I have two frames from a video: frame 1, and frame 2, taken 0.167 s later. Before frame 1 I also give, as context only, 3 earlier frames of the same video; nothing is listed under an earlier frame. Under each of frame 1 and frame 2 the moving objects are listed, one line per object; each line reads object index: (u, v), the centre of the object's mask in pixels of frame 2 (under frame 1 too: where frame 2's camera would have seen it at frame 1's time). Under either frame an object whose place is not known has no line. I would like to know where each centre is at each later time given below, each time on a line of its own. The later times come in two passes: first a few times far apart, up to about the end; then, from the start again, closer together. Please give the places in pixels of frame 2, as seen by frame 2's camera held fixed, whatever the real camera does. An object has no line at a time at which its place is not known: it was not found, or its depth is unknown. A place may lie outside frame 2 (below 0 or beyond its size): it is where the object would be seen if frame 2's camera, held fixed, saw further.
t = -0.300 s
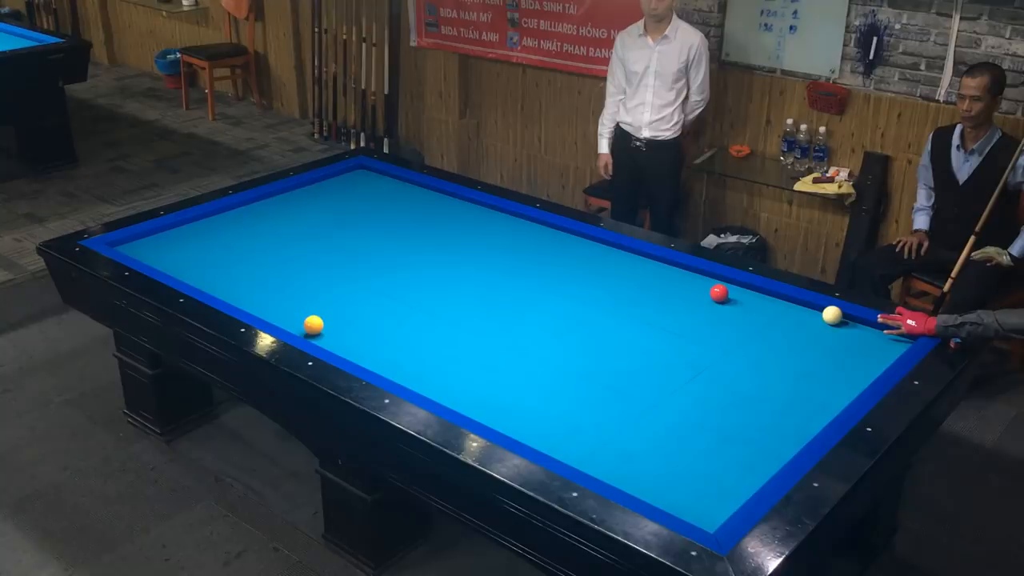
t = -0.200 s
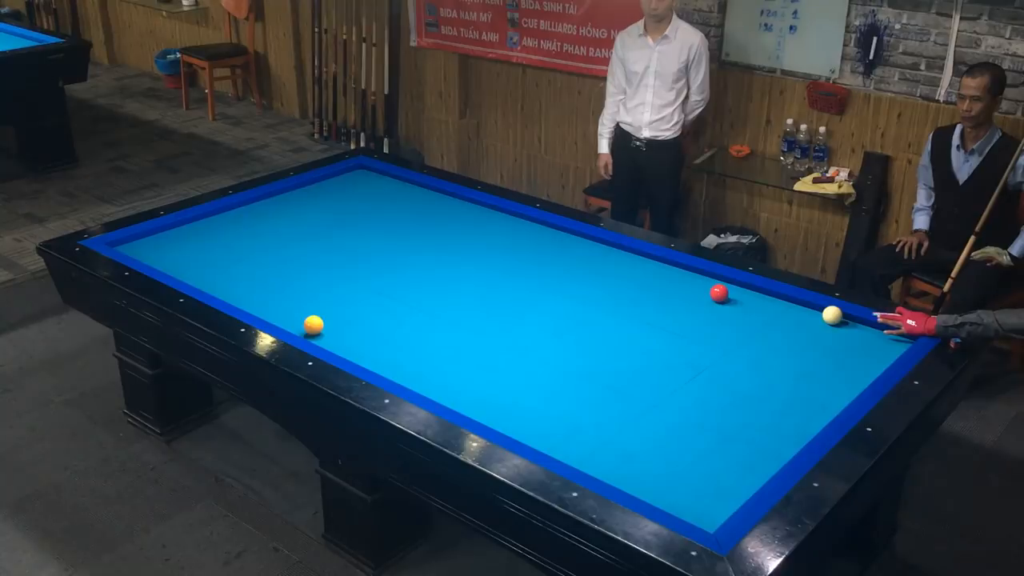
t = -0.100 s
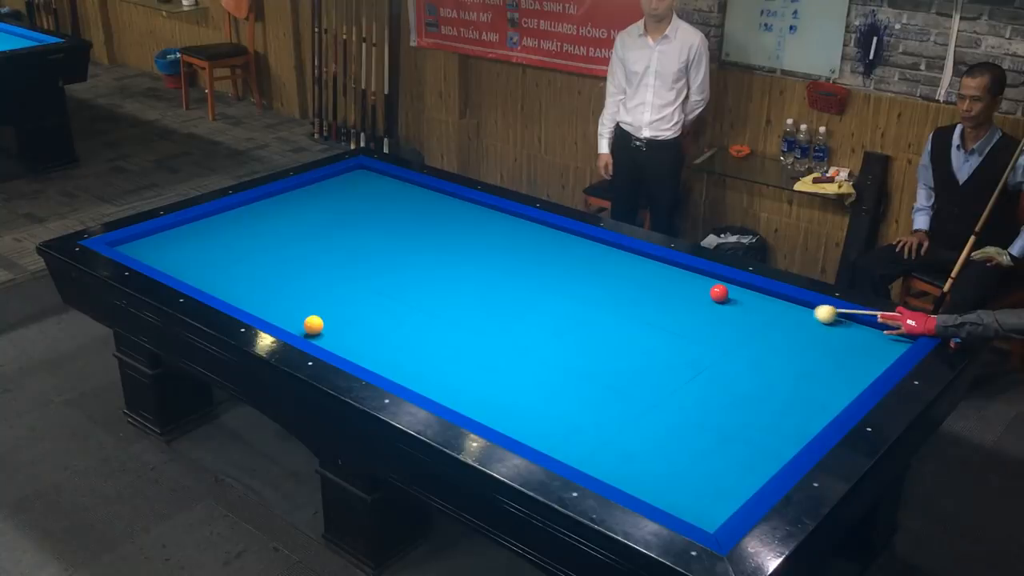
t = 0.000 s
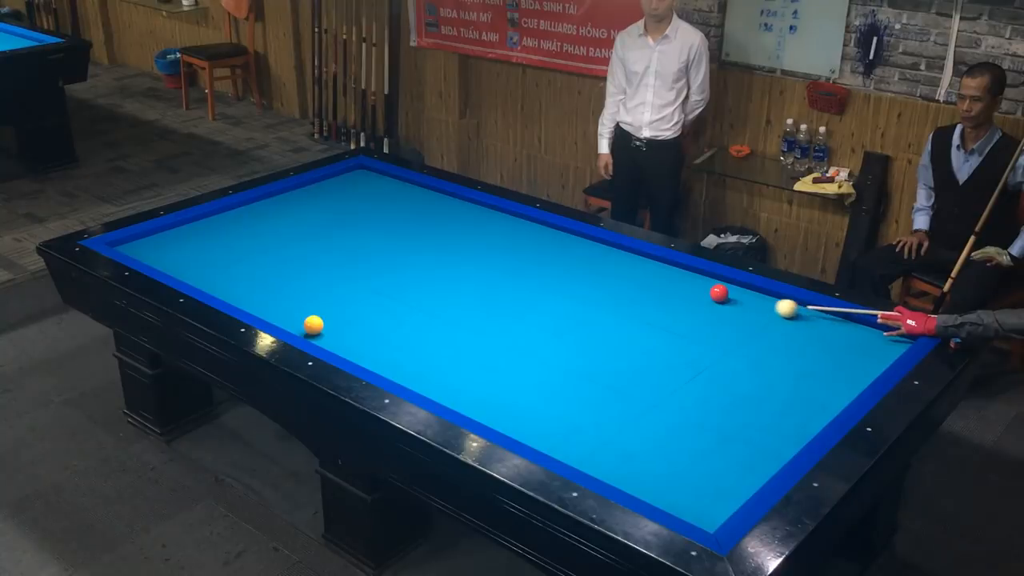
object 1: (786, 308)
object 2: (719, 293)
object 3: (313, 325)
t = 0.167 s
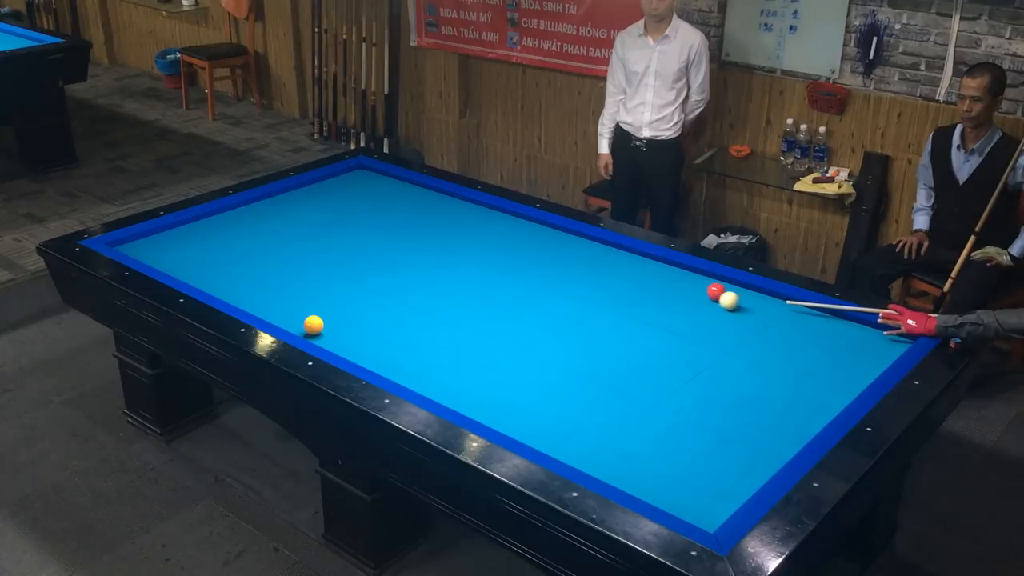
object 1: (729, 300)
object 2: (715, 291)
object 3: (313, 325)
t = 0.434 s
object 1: (673, 306)
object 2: (681, 274)
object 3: (313, 325)
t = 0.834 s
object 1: (587, 314)
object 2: (636, 254)
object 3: (313, 325)
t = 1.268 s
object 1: (494, 321)
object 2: (583, 242)
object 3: (313, 325)
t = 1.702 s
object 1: (401, 329)
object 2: (536, 231)
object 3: (313, 325)
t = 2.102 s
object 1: (316, 335)
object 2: (497, 222)
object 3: (313, 322)
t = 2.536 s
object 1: (295, 327)
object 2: (458, 213)
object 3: (319, 304)
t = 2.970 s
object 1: (284, 320)
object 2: (424, 205)
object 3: (325, 283)
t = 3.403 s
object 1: (274, 314)
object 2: (392, 197)
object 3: (330, 265)
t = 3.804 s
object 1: (266, 309)
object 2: (366, 191)
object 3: (335, 250)
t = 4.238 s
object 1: (259, 305)
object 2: (340, 185)
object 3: (339, 236)
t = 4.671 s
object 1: (255, 302)
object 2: (321, 180)
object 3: (343, 224)
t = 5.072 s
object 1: (253, 300)
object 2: (329, 184)
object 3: (346, 214)
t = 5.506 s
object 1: (251, 300)
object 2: (337, 187)
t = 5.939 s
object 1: (252, 300)
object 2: (343, 189)
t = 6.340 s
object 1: (252, 300)
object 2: (345, 188)
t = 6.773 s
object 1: (252, 300)
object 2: (344, 187)
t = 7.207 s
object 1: (252, 300)
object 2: (344, 185)
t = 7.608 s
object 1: (252, 300)
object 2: (342, 185)
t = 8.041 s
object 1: (250, 300)
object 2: (342, 184)
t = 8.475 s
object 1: (253, 293)
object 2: (342, 184)
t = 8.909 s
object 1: (252, 300)
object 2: (342, 184)
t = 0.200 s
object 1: (723, 302)
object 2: (710, 289)
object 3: (313, 325)
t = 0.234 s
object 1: (716, 303)
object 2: (706, 286)
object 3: (313, 325)
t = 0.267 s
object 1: (709, 303)
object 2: (701, 284)
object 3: (313, 325)
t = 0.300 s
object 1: (702, 304)
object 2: (697, 282)
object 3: (313, 325)
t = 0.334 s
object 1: (695, 304)
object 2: (693, 280)
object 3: (313, 325)
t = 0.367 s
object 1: (688, 305)
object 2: (689, 278)
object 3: (313, 325)
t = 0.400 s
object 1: (681, 306)
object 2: (685, 276)
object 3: (313, 325)
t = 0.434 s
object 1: (673, 306)
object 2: (681, 274)
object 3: (313, 325)
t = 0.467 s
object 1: (667, 307)
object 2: (678, 272)
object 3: (313, 325)
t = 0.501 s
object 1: (659, 308)
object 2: (674, 270)
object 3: (313, 325)
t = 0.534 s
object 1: (652, 308)
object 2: (670, 268)
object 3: (313, 325)
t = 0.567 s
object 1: (645, 309)
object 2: (666, 266)
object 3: (313, 325)
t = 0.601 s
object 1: (638, 310)
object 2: (662, 265)
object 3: (313, 325)
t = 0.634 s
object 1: (630, 310)
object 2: (659, 263)
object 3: (313, 325)
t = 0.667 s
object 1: (623, 311)
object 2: (655, 261)
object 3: (313, 325)
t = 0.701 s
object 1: (616, 311)
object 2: (651, 259)
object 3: (313, 325)
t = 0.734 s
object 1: (609, 312)
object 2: (648, 257)
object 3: (313, 325)
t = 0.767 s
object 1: (602, 312)
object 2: (644, 256)
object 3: (313, 325)
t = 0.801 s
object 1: (595, 313)
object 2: (640, 255)
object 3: (313, 325)
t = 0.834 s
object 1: (587, 314)
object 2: (636, 254)
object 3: (313, 325)
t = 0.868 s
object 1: (581, 314)
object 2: (631, 253)
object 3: (313, 325)
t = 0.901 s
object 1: (573, 314)
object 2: (627, 252)
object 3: (313, 325)
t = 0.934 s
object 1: (566, 315)
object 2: (623, 251)
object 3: (313, 325)
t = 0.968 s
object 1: (559, 316)
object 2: (619, 250)
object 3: (313, 325)
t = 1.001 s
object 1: (552, 317)
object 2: (615, 249)
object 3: (313, 325)
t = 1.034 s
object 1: (545, 317)
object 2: (611, 248)
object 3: (313, 325)
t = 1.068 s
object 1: (537, 318)
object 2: (607, 248)
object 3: (313, 325)
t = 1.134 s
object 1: (523, 319)
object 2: (599, 246)
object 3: (313, 325)
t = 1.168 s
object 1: (516, 319)
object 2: (595, 245)
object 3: (313, 325)
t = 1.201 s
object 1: (509, 320)
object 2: (591, 244)
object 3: (313, 325)
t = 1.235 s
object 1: (502, 320)
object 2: (587, 243)
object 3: (313, 325)
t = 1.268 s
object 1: (494, 321)
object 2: (583, 242)
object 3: (313, 325)
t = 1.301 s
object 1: (487, 322)
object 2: (580, 241)
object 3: (313, 325)
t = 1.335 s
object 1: (480, 322)
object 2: (576, 240)
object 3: (313, 325)
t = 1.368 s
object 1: (473, 323)
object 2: (572, 240)
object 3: (313, 325)
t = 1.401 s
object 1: (466, 324)
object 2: (568, 239)
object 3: (313, 325)
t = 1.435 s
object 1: (459, 324)
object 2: (565, 238)
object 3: (313, 325)
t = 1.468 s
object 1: (452, 325)
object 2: (561, 237)
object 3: (313, 325)
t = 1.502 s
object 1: (445, 325)
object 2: (558, 236)
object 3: (313, 325)
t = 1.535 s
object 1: (437, 326)
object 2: (554, 235)
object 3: (313, 325)
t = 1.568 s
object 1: (430, 326)
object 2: (550, 235)
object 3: (313, 325)
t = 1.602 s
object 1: (423, 327)
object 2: (547, 234)
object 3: (313, 325)
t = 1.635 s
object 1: (415, 328)
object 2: (543, 233)
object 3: (313, 325)
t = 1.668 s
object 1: (408, 328)
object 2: (540, 232)
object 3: (313, 325)
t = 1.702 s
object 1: (401, 329)
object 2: (536, 231)
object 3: (313, 325)
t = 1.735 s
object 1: (394, 329)
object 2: (533, 230)
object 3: (313, 325)
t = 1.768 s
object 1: (387, 330)
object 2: (529, 230)
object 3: (313, 325)
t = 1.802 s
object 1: (380, 330)
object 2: (526, 229)
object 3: (313, 325)
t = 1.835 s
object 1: (373, 331)
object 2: (523, 228)
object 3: (313, 325)
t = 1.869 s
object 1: (366, 331)
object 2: (519, 228)
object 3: (313, 325)
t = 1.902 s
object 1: (358, 332)
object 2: (516, 227)
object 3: (313, 325)
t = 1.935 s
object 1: (351, 333)
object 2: (513, 226)
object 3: (313, 325)
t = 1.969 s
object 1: (344, 333)
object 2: (510, 225)
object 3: (313, 325)
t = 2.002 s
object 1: (337, 334)
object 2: (506, 224)
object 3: (313, 325)
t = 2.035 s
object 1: (330, 335)
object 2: (503, 224)
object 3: (313, 325)
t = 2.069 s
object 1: (323, 335)
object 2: (500, 223)
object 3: (312, 323)
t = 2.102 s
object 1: (316, 335)
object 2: (497, 222)
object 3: (313, 322)
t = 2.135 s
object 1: (310, 334)
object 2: (494, 222)
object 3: (314, 322)
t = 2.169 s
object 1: (309, 332)
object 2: (491, 221)
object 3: (315, 321)
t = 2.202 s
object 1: (308, 332)
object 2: (487, 220)
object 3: (315, 320)
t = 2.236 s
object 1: (307, 332)
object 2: (485, 219)
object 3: (315, 319)
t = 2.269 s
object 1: (305, 331)
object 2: (481, 219)
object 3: (315, 317)
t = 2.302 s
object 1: (304, 330)
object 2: (478, 218)
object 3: (316, 316)
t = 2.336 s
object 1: (302, 330)
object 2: (475, 217)
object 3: (316, 314)
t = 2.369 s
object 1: (301, 329)
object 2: (472, 217)
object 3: (317, 312)
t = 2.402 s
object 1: (300, 329)
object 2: (470, 216)
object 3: (317, 310)
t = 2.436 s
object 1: (298, 329)
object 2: (467, 215)
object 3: (318, 309)
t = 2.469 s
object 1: (297, 328)
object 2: (464, 214)
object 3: (318, 307)
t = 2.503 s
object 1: (296, 327)
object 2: (461, 214)
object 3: (319, 305)
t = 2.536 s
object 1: (295, 327)
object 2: (458, 213)
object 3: (319, 304)
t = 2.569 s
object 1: (294, 326)
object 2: (455, 212)
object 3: (320, 302)
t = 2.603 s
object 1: (293, 326)
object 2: (452, 212)
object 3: (320, 300)
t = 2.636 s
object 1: (292, 325)
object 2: (450, 211)
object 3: (321, 299)
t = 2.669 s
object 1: (291, 324)
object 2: (447, 211)
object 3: (321, 297)
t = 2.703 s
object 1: (290, 324)
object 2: (444, 210)
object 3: (321, 295)
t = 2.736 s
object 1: (289, 323)
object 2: (442, 209)
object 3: (322, 294)
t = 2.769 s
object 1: (289, 323)
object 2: (439, 209)
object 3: (322, 292)
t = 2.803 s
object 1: (288, 322)
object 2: (437, 208)
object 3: (323, 291)
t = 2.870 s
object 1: (286, 322)
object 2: (431, 207)
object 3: (324, 287)
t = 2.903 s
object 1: (285, 321)
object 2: (429, 206)
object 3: (324, 286)
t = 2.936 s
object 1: (284, 321)
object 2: (426, 205)
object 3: (324, 284)
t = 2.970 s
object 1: (284, 320)
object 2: (424, 205)
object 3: (325, 283)
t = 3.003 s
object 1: (283, 320)
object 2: (421, 204)
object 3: (325, 282)
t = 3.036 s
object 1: (282, 319)
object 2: (419, 204)
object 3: (326, 280)
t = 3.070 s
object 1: (281, 318)
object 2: (416, 203)
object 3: (326, 279)
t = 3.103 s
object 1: (280, 318)
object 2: (414, 203)
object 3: (327, 277)
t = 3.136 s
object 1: (280, 317)
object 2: (411, 202)
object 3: (327, 276)
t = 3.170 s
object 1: (279, 317)
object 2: (409, 201)
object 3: (327, 274)
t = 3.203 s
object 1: (278, 317)
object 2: (406, 201)
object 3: (328, 273)
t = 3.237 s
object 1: (278, 316)
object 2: (404, 200)
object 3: (328, 272)
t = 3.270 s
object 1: (277, 316)
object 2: (401, 200)
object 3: (329, 270)
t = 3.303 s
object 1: (276, 315)
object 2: (399, 199)
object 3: (329, 269)
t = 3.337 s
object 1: (275, 315)
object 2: (397, 198)
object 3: (329, 267)
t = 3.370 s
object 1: (275, 315)
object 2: (395, 198)
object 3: (330, 266)
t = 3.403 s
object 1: (274, 314)
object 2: (392, 197)
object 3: (330, 265)
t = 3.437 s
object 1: (273, 314)
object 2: (390, 197)
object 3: (331, 264)
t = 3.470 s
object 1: (273, 313)
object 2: (388, 196)
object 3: (331, 262)
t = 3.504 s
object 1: (272, 313)
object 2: (385, 196)
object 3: (331, 261)
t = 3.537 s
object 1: (271, 312)
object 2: (383, 195)
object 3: (332, 260)
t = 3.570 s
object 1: (271, 312)
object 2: (381, 195)
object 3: (332, 259)
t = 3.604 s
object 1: (270, 311)
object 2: (379, 194)
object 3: (333, 257)
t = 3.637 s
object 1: (269, 311)
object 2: (377, 193)
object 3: (333, 256)
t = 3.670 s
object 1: (269, 310)
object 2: (375, 193)
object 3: (333, 255)
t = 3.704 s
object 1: (268, 310)
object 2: (372, 193)
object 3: (334, 254)
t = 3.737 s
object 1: (268, 310)
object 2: (370, 192)
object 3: (334, 253)
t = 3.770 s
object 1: (267, 310)
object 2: (368, 191)
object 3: (334, 251)
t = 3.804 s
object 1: (266, 309)
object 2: (366, 191)
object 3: (335, 250)
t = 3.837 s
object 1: (266, 309)
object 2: (364, 190)
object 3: (335, 249)
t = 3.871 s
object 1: (265, 308)
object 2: (362, 190)
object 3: (335, 248)
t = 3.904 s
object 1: (265, 308)
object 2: (360, 189)
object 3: (336, 247)
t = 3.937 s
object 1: (264, 308)
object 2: (358, 189)
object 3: (336, 246)
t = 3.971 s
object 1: (264, 308)
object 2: (356, 188)
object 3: (336, 245)
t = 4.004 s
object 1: (263, 307)
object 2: (354, 188)
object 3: (337, 244)
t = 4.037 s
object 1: (262, 307)
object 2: (352, 187)
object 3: (337, 243)
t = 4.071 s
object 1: (262, 307)
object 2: (350, 187)
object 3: (337, 242)
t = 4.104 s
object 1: (261, 306)
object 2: (348, 186)
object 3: (338, 241)
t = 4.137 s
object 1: (261, 306)
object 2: (346, 186)
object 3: (338, 240)
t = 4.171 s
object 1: (260, 305)
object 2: (344, 186)
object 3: (339, 239)
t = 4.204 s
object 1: (260, 305)
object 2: (342, 185)
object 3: (339, 237)
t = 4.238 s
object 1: (259, 305)
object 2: (340, 185)
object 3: (339, 236)
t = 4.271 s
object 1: (259, 305)
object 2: (338, 184)
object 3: (339, 235)
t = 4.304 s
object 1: (258, 304)
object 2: (337, 184)
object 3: (340, 234)
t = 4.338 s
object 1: (258, 304)
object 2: (335, 183)
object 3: (340, 233)
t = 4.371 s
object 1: (258, 304)
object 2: (333, 183)
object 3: (340, 233)
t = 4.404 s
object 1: (257, 304)
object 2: (331, 182)
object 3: (341, 231)
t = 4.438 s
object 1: (257, 303)
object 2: (329, 182)
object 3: (341, 231)
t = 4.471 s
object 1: (257, 303)
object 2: (327, 182)
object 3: (341, 230)
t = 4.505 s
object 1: (256, 303)
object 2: (326, 181)
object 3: (342, 229)
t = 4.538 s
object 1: (256, 303)
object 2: (324, 181)
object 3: (342, 228)
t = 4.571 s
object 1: (256, 302)
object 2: (322, 180)
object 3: (342, 227)
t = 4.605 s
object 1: (256, 302)
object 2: (320, 180)
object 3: (343, 226)
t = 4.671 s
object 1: (255, 302)
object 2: (321, 180)
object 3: (343, 224)
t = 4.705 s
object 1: (255, 302)
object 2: (321, 180)
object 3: (343, 224)
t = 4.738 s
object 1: (255, 302)
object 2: (322, 181)
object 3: (344, 223)
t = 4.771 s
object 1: (254, 302)
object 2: (323, 181)
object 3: (344, 222)
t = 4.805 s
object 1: (254, 301)
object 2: (324, 182)
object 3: (344, 221)
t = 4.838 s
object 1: (254, 301)
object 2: (324, 182)
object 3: (344, 220)
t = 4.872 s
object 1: (254, 301)
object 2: (325, 182)
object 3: (345, 219)
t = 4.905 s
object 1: (253, 301)
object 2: (326, 182)
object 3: (345, 218)
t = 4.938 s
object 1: (253, 301)
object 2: (326, 183)
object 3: (345, 218)
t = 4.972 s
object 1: (253, 300)
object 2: (327, 183)
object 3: (345, 217)
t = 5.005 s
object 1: (253, 300)
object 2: (328, 183)
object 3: (346, 216)
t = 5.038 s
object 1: (253, 300)
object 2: (328, 184)
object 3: (346, 215)
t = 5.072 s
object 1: (253, 300)
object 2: (329, 184)
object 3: (346, 214)
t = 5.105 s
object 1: (253, 300)
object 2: (330, 184)
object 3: (346, 213)
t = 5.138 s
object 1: (252, 300)
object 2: (330, 185)
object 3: (347, 213)
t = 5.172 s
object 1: (252, 300)
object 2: (331, 185)
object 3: (347, 212)
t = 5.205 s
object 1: (252, 300)
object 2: (332, 185)
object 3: (347, 211)
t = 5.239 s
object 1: (252, 299)
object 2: (332, 186)
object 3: (347, 210)
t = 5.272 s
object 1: (252, 299)
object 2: (333, 186)
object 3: (348, 210)
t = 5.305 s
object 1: (252, 300)
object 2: (333, 186)
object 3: (348, 209)
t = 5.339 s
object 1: (251, 300)
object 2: (334, 186)
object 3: (348, 208)
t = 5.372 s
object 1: (251, 300)
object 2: (335, 187)
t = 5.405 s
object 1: (251, 299)
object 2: (335, 187)
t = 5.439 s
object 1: (251, 299)
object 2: (336, 187)
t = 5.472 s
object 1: (251, 299)
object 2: (337, 187)
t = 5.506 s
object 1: (251, 300)
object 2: (337, 187)
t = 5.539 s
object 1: (251, 300)
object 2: (338, 188)
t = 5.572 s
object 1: (251, 299)
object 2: (338, 188)
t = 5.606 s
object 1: (251, 299)
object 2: (339, 188)
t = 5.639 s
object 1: (251, 300)
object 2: (339, 188)
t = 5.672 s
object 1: (251, 300)
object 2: (340, 189)
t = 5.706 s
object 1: (251, 300)
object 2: (340, 189)
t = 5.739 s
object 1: (251, 300)
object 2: (341, 189)
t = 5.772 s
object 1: (251, 300)
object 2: (341, 189)
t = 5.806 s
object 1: (251, 300)
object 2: (341, 189)
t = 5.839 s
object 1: (251, 300)
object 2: (342, 189)
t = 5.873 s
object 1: (252, 300)
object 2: (342, 189)
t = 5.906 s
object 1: (252, 300)
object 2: (343, 189)
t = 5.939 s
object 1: (252, 300)
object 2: (343, 189)
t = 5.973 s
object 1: (251, 300)
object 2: (343, 189)
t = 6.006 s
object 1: (252, 300)
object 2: (344, 189)
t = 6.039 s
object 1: (252, 300)
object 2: (344, 189)
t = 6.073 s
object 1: (252, 300)
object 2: (344, 189)
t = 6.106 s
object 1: (252, 300)
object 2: (344, 189)
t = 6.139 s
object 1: (252, 300)
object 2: (344, 189)
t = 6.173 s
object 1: (252, 300)
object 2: (344, 189)
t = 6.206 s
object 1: (252, 300)
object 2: (345, 189)
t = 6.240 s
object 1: (252, 300)
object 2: (345, 189)
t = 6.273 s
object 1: (252, 300)
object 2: (345, 189)
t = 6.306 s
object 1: (252, 300)
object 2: (345, 189)
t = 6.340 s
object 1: (252, 300)
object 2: (345, 188)
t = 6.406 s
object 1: (252, 300)
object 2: (345, 188)
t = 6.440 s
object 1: (252, 300)
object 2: (345, 188)
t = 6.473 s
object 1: (252, 300)
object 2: (345, 188)
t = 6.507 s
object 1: (252, 300)
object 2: (345, 188)
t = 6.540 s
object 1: (252, 300)
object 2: (345, 187)
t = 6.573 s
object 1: (252, 300)
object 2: (345, 187)
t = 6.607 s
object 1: (252, 300)
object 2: (344, 187)
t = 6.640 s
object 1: (252, 300)
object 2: (344, 187)
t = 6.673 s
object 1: (252, 300)
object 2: (344, 187)
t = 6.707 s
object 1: (252, 300)
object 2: (344, 187)
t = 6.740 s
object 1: (252, 300)
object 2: (344, 187)
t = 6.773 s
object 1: (252, 300)
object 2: (344, 187)
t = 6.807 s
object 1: (252, 300)
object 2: (344, 186)
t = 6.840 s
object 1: (252, 300)
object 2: (344, 186)
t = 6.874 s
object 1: (252, 300)
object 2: (344, 186)
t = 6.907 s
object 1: (252, 300)
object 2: (344, 186)
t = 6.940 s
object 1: (252, 300)
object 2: (344, 186)
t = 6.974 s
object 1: (252, 300)
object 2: (344, 186)
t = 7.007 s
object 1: (252, 300)
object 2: (344, 186)
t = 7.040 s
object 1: (252, 300)
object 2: (344, 186)
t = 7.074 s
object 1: (252, 300)
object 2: (344, 186)
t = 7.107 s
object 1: (252, 300)
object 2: (344, 185)
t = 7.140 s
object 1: (252, 300)
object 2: (344, 185)
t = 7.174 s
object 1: (252, 300)
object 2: (344, 185)
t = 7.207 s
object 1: (252, 300)
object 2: (344, 185)
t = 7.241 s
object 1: (252, 300)
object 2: (344, 185)
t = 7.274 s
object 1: (252, 300)
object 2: (343, 185)
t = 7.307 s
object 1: (252, 300)
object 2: (343, 185)
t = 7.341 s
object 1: (252, 300)
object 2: (343, 185)
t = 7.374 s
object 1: (252, 300)
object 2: (343, 185)
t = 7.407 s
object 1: (252, 300)
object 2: (343, 185)
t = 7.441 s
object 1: (252, 300)
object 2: (343, 185)
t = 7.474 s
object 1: (252, 300)
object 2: (343, 185)
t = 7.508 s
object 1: (252, 300)
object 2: (343, 185)
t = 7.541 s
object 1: (252, 300)
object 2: (342, 185)
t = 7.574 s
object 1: (252, 300)
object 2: (342, 185)
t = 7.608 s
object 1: (252, 300)
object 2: (342, 185)
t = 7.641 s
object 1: (252, 300)
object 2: (342, 185)
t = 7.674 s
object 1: (252, 300)
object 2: (342, 185)
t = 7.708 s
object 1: (252, 300)
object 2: (342, 185)
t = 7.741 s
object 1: (252, 300)
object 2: (342, 185)
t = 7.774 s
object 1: (252, 300)
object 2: (342, 185)
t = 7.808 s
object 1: (252, 300)
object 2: (342, 185)
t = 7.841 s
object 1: (252, 300)
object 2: (342, 185)
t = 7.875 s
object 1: (252, 300)
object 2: (342, 184)
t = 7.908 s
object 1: (252, 300)
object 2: (342, 184)
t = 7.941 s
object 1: (252, 300)
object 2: (342, 184)
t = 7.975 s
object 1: (252, 300)
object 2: (342, 184)
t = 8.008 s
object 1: (252, 300)
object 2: (342, 184)
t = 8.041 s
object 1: (250, 300)
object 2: (342, 184)
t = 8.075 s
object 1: (247, 300)
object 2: (342, 184)
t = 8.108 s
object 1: (244, 301)
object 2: (342, 184)
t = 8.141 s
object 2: (342, 184)
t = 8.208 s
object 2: (342, 184)
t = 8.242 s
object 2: (342, 184)
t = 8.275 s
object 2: (342, 184)
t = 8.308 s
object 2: (342, 184)
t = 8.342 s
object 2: (342, 184)
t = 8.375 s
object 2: (342, 184)
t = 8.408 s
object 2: (342, 184)
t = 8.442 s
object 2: (342, 184)
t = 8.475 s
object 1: (253, 293)
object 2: (342, 184)
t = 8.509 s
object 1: (253, 295)
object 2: (342, 184)
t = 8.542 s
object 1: (253, 296)
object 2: (342, 184)
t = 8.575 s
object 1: (252, 298)
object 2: (342, 184)
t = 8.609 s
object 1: (252, 300)
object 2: (342, 184)
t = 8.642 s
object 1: (252, 300)
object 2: (342, 184)
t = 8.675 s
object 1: (252, 300)
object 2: (342, 184)
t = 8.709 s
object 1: (252, 300)
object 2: (342, 184)
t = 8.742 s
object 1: (252, 300)
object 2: (342, 184)
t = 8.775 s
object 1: (252, 300)
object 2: (342, 184)
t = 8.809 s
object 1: (252, 300)
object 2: (342, 184)
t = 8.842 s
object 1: (252, 300)
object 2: (342, 184)
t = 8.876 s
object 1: (252, 300)
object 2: (342, 184)
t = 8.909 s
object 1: (252, 300)
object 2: (342, 184)
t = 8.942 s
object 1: (252, 300)
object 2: (342, 184)
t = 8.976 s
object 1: (252, 300)
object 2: (342, 184)
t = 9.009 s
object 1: (252, 300)
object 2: (342, 184)
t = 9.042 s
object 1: (252, 300)
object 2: (342, 184)
